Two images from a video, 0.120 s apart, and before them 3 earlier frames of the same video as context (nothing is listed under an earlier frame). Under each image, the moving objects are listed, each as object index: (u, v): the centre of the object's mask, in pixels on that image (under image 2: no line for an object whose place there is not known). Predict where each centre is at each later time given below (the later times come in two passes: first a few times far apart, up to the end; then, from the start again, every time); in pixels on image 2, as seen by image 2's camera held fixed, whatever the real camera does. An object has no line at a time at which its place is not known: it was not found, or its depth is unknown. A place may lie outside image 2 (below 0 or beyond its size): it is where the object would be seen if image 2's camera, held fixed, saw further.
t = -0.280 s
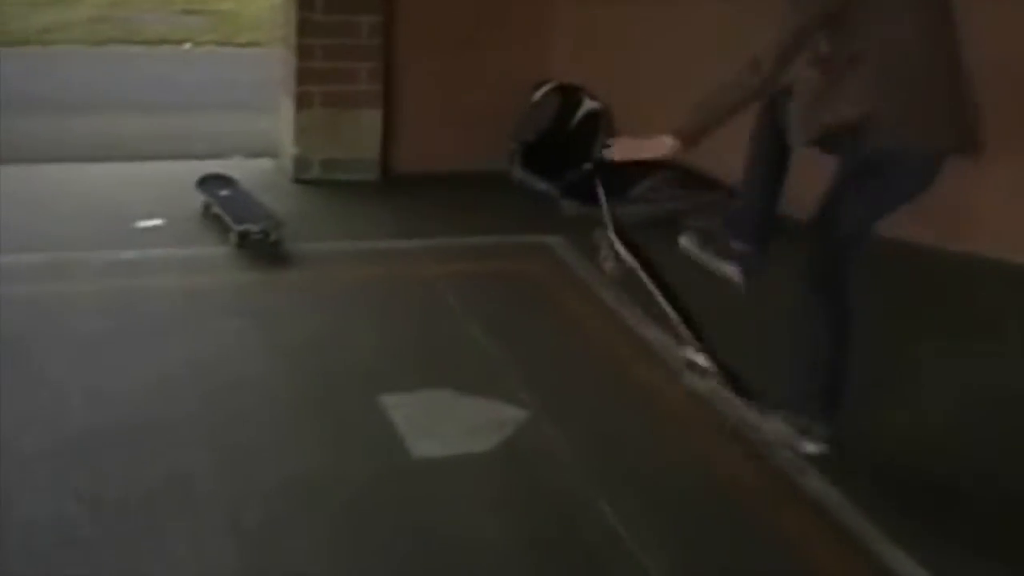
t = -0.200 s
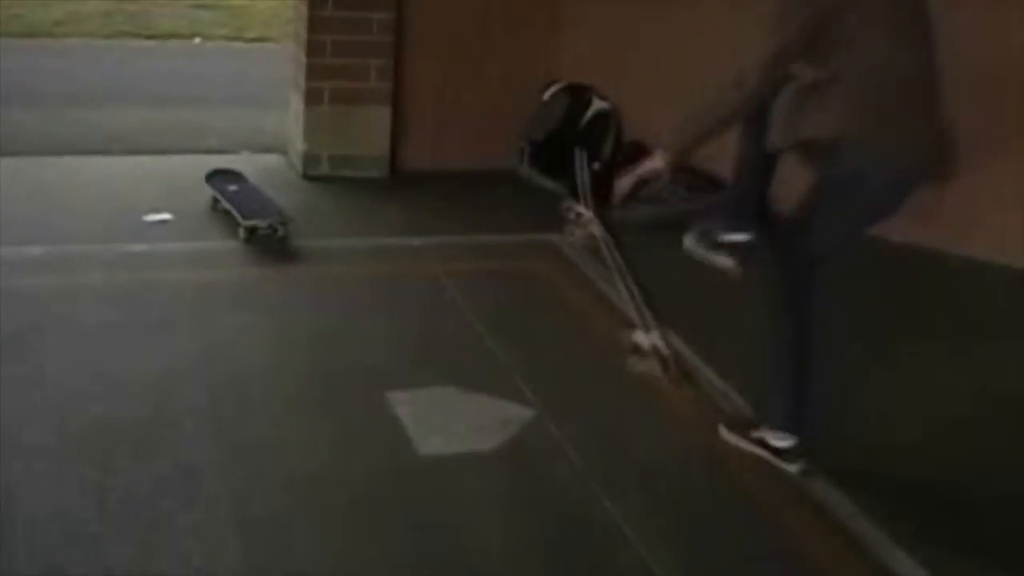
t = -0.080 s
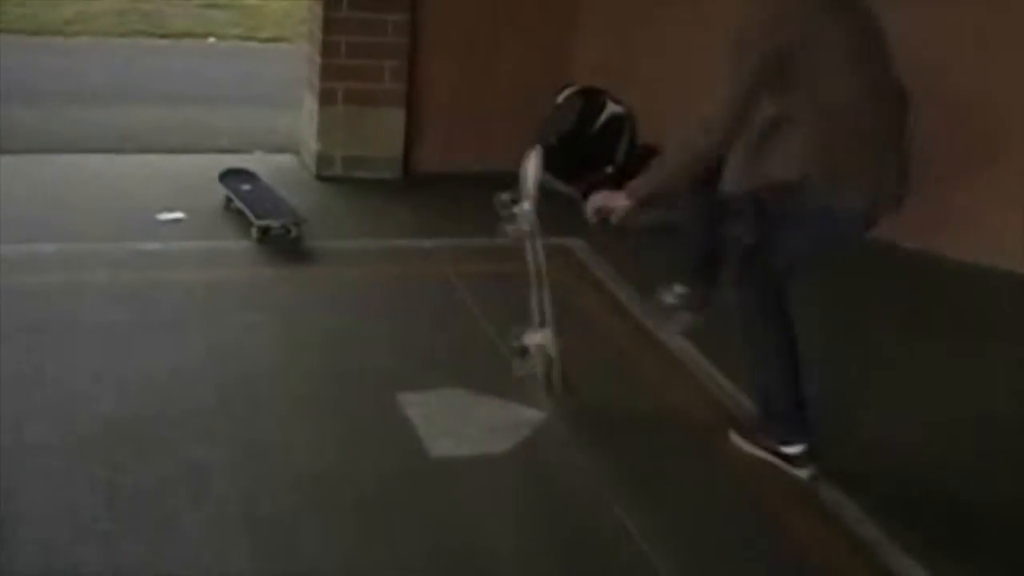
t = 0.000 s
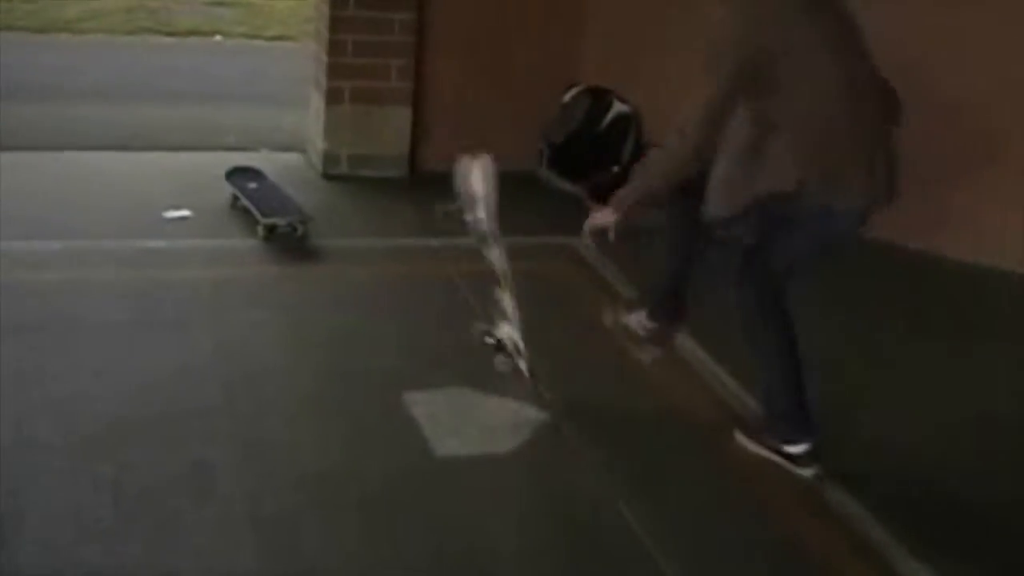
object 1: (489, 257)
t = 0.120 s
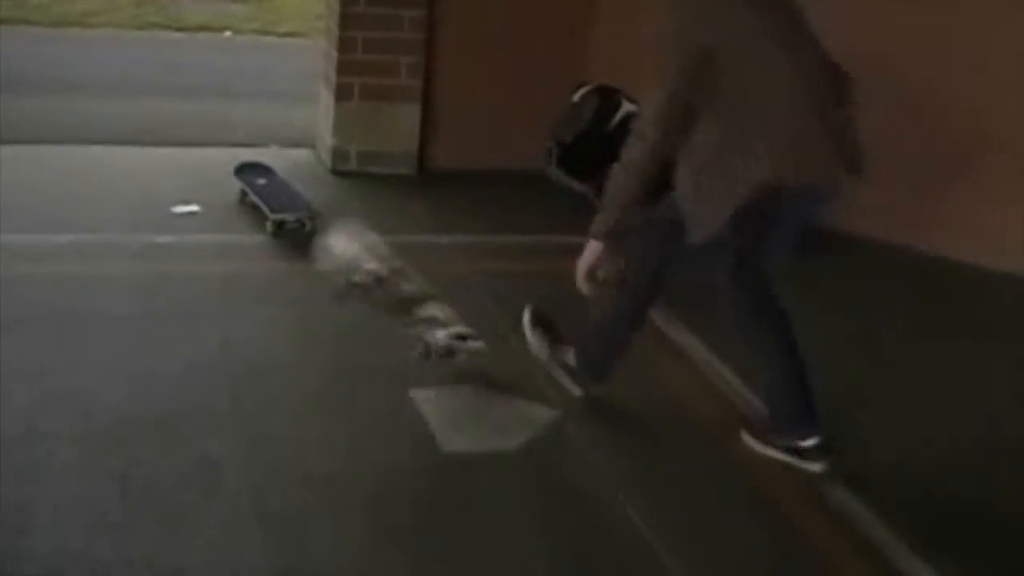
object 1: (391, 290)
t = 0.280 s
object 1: (301, 354)
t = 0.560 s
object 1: (214, 396)
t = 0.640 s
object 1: (203, 409)
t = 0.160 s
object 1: (369, 311)
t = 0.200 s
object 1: (350, 330)
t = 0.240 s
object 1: (307, 358)
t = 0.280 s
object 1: (301, 354)
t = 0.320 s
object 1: (284, 357)
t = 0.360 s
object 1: (273, 363)
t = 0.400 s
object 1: (261, 369)
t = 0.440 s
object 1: (246, 374)
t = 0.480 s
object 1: (231, 380)
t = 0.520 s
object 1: (228, 384)
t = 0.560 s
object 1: (214, 396)
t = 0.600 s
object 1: (215, 402)
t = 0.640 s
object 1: (203, 409)
